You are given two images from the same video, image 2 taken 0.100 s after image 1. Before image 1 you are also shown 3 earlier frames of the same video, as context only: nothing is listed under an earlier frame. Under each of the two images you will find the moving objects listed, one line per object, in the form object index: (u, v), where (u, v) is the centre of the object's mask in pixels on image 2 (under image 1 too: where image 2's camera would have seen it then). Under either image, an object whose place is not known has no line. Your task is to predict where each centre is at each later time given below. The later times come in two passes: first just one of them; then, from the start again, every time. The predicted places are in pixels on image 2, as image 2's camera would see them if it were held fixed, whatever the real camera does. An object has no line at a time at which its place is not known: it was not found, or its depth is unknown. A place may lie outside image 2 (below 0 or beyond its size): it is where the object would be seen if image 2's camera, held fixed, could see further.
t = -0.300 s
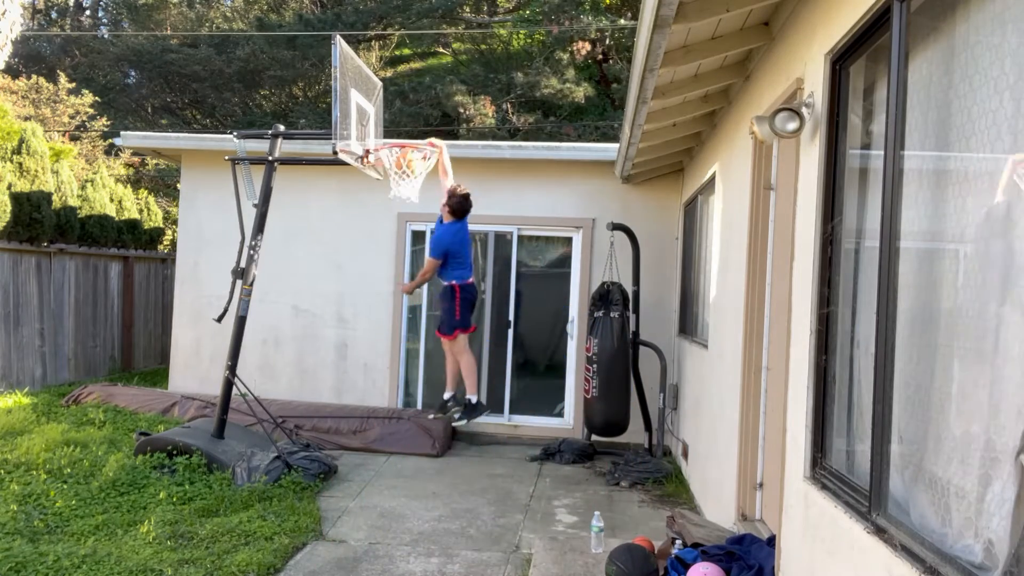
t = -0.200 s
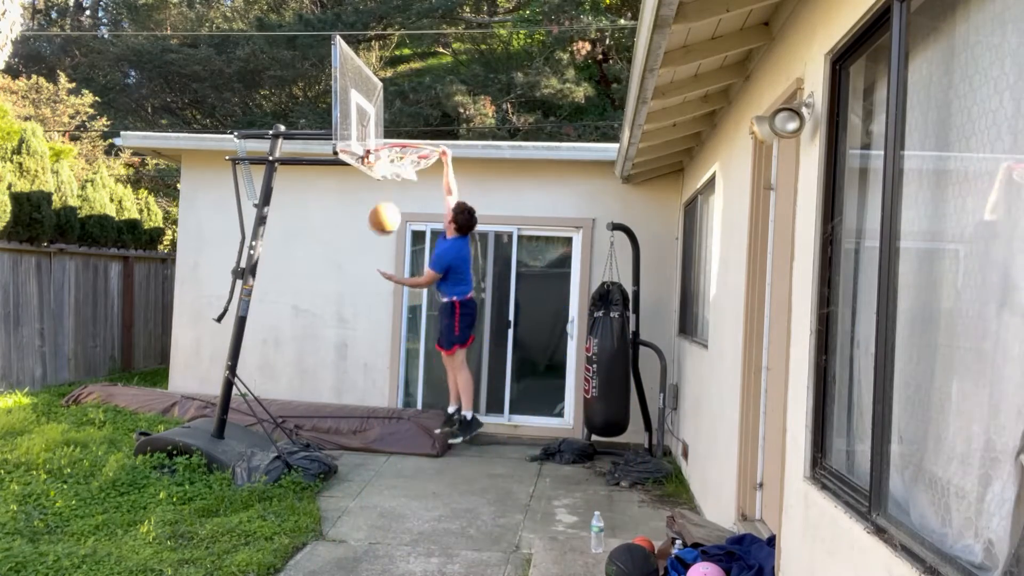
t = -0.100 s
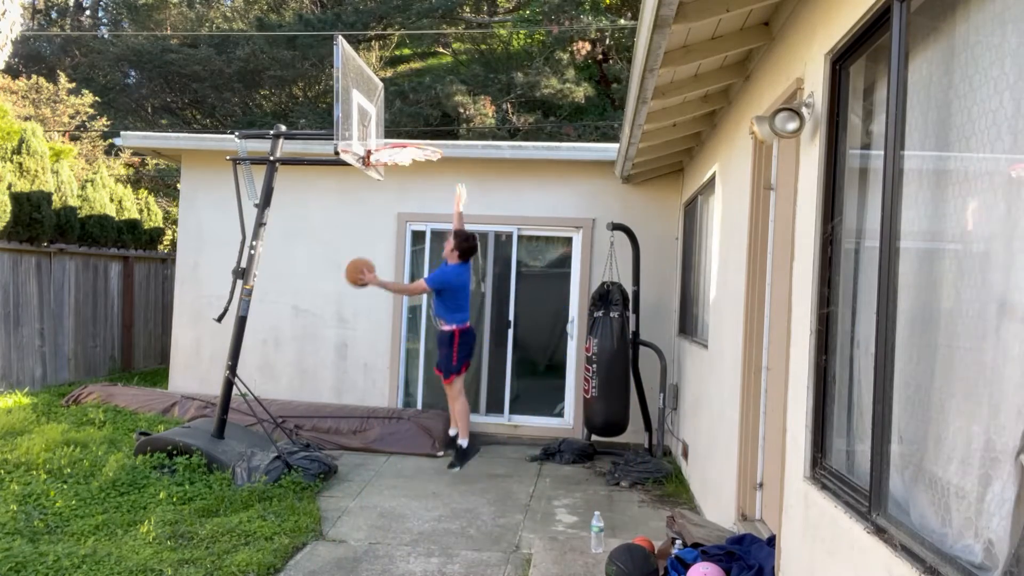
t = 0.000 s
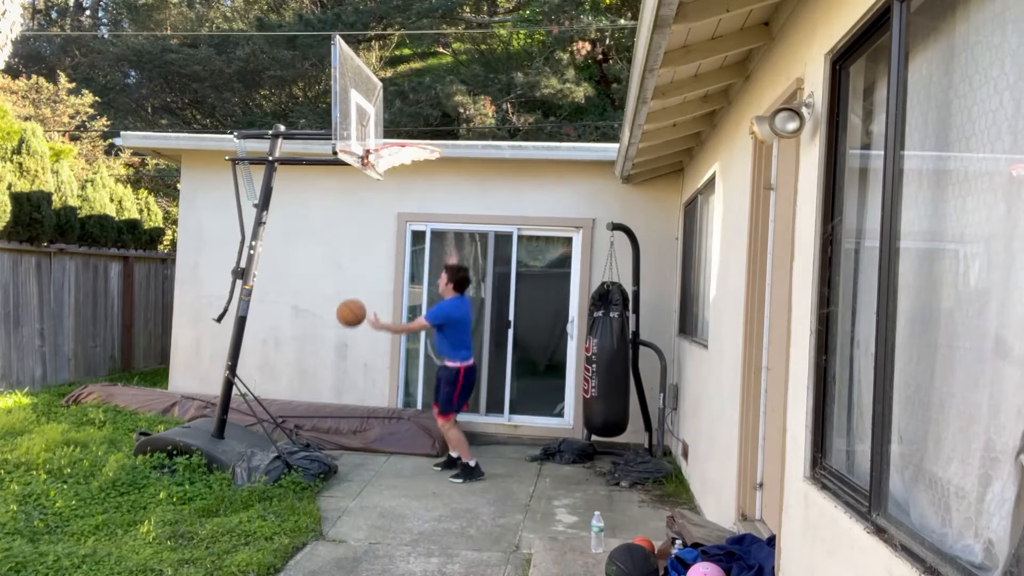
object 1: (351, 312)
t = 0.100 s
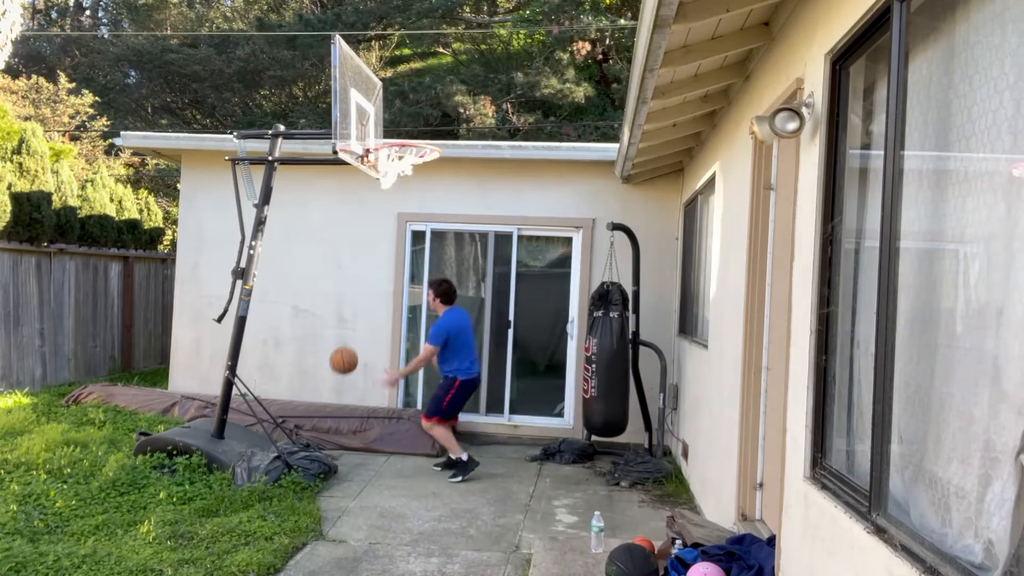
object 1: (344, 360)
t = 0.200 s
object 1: (335, 417)
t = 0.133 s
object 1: (341, 378)
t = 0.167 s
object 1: (338, 396)
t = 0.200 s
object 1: (335, 417)
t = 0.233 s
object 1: (333, 435)
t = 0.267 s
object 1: (335, 436)
